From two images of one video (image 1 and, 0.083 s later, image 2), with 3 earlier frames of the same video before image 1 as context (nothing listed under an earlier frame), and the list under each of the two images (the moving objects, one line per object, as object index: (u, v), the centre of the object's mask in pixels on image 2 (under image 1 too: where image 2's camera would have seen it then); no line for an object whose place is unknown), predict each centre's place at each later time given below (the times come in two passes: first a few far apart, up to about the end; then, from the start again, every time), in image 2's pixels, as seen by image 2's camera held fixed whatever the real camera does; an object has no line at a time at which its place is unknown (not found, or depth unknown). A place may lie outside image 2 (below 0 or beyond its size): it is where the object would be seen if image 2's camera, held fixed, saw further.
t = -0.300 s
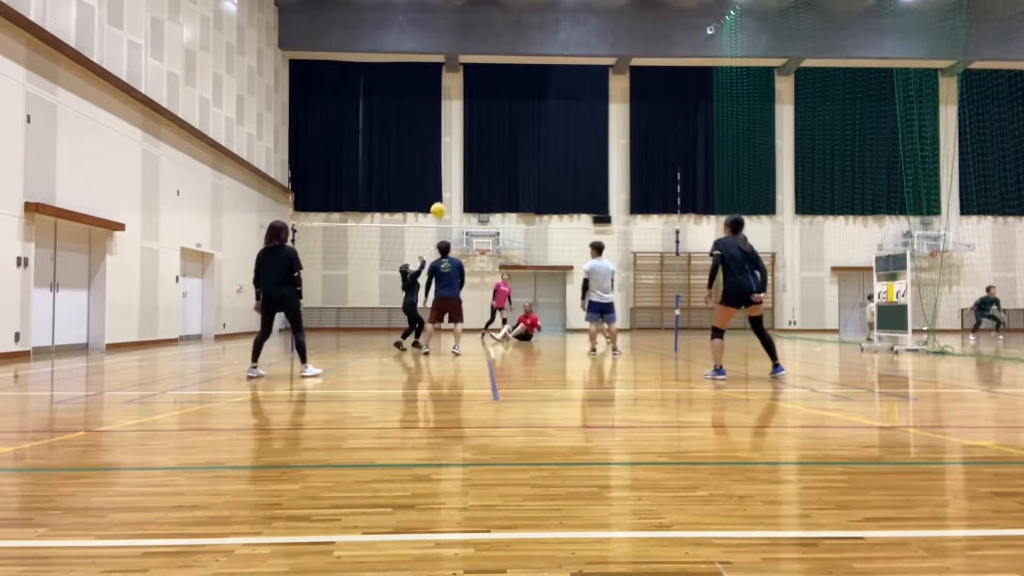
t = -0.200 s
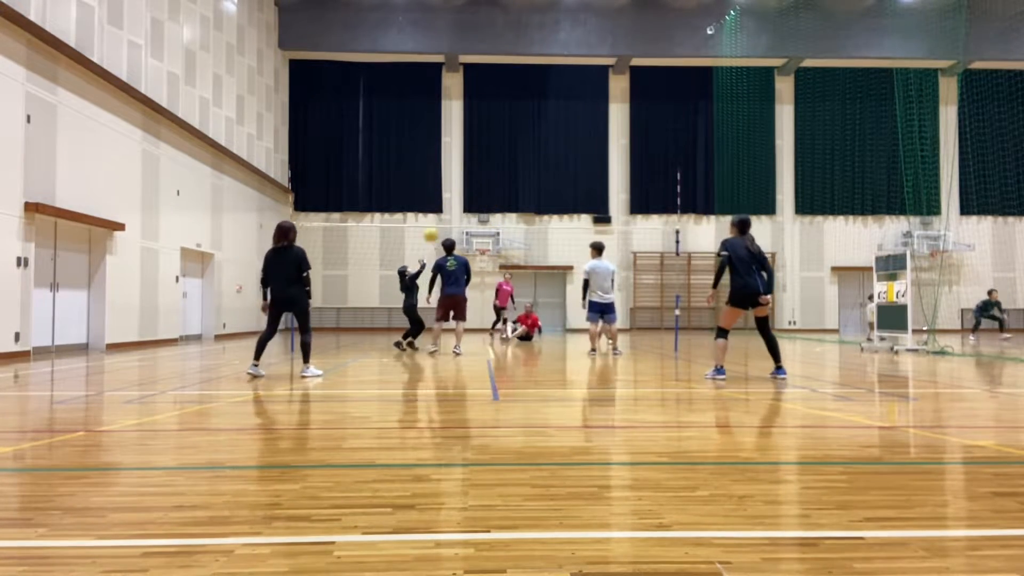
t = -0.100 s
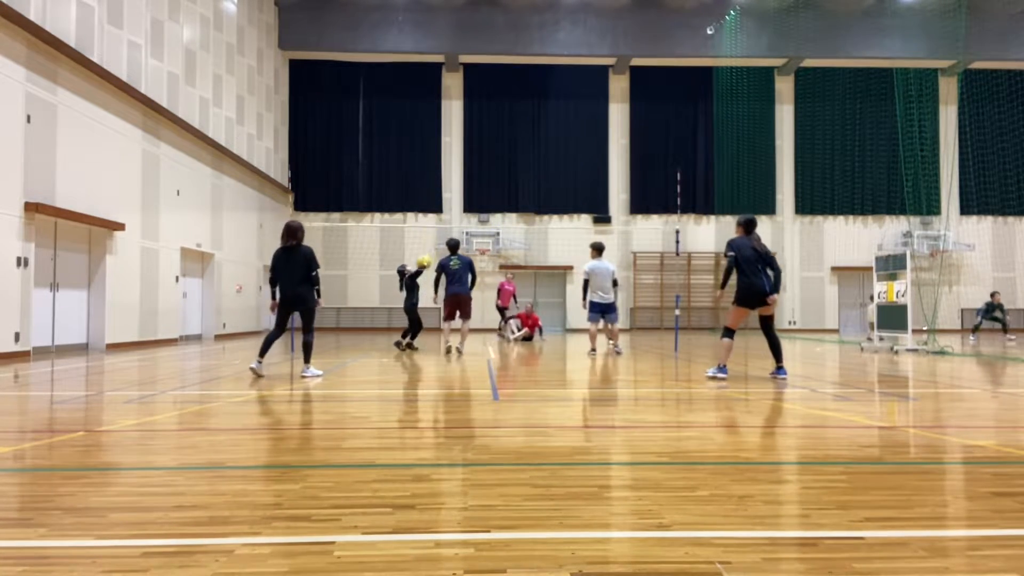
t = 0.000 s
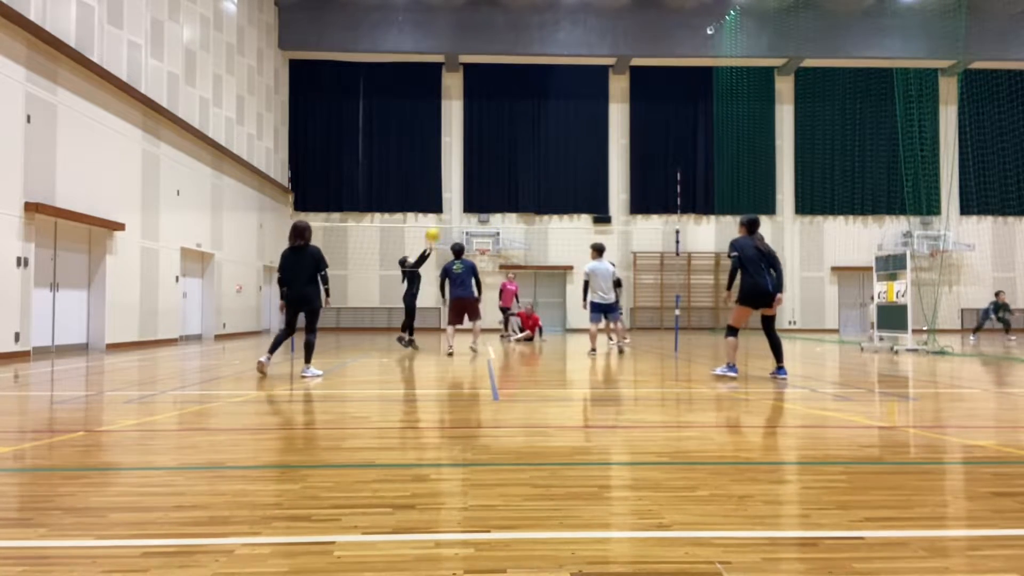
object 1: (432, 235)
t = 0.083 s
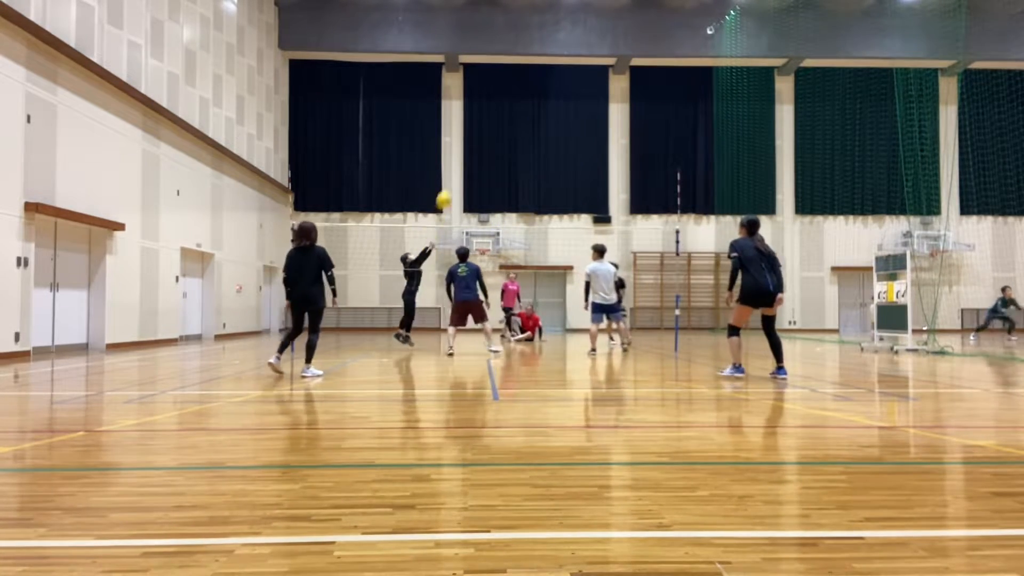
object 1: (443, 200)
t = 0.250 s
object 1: (467, 145)
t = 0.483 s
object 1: (495, 103)
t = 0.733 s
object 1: (523, 93)
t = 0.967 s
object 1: (547, 114)
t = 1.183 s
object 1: (568, 159)
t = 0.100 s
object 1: (446, 194)
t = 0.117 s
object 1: (449, 187)
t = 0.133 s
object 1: (451, 181)
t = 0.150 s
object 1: (453, 176)
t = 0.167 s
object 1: (455, 170)
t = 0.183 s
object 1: (458, 164)
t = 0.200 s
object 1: (460, 159)
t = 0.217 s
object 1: (462, 154)
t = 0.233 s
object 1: (464, 150)
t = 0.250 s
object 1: (467, 145)
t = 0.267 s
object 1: (469, 141)
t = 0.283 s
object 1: (471, 137)
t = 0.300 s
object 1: (473, 133)
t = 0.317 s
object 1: (475, 130)
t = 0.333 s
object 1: (477, 126)
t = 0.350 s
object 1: (479, 123)
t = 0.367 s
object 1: (481, 120)
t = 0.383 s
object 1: (483, 116)
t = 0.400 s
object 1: (485, 114)
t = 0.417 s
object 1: (487, 111)
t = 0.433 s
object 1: (489, 109)
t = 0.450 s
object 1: (491, 107)
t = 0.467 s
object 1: (493, 105)
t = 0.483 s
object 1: (495, 103)
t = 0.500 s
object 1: (497, 101)
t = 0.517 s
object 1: (499, 99)
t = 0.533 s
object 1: (501, 98)
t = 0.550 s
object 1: (503, 97)
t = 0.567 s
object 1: (505, 95)
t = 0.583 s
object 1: (507, 94)
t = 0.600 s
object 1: (508, 94)
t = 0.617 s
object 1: (510, 93)
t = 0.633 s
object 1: (512, 92)
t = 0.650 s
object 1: (514, 92)
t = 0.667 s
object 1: (516, 92)
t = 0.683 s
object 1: (518, 92)
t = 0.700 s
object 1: (520, 92)
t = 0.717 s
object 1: (521, 92)
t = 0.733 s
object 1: (523, 93)
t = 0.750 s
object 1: (525, 93)
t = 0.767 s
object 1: (527, 94)
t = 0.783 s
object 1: (529, 95)
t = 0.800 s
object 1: (530, 96)
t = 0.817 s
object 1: (532, 97)
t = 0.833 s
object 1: (534, 98)
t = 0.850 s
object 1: (536, 100)
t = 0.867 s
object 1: (537, 102)
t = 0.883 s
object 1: (539, 103)
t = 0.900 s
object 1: (541, 105)
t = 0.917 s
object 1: (542, 107)
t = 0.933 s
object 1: (544, 110)
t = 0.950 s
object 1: (546, 112)
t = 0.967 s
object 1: (547, 114)
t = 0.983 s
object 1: (549, 117)
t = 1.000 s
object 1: (551, 120)
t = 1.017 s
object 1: (552, 122)
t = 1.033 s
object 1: (554, 126)
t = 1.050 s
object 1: (556, 129)
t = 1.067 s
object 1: (557, 132)
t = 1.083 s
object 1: (559, 135)
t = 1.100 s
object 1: (560, 139)
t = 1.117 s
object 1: (562, 143)
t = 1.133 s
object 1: (563, 146)
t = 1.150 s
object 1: (565, 151)
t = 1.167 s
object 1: (566, 155)
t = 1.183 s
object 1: (568, 159)
